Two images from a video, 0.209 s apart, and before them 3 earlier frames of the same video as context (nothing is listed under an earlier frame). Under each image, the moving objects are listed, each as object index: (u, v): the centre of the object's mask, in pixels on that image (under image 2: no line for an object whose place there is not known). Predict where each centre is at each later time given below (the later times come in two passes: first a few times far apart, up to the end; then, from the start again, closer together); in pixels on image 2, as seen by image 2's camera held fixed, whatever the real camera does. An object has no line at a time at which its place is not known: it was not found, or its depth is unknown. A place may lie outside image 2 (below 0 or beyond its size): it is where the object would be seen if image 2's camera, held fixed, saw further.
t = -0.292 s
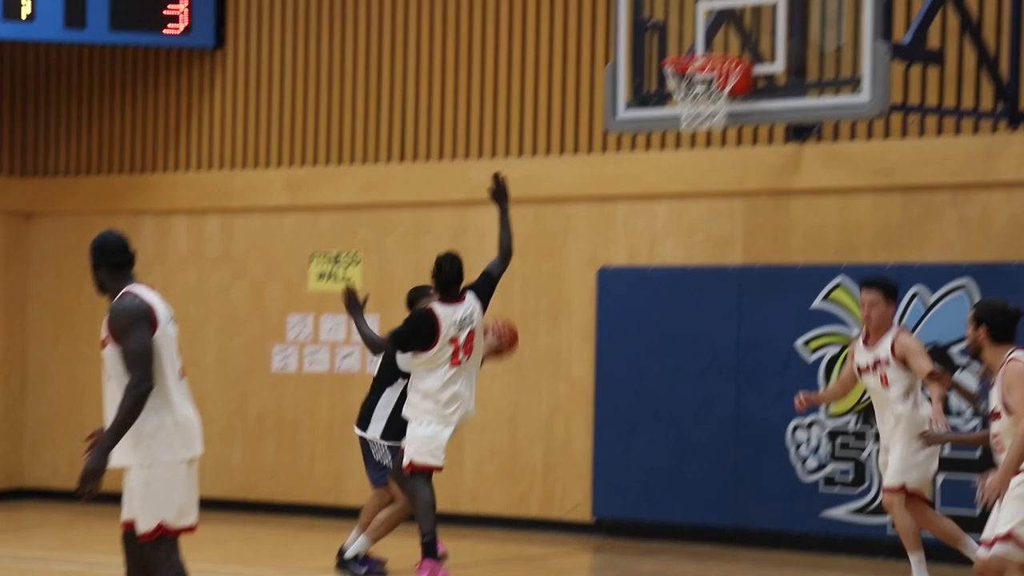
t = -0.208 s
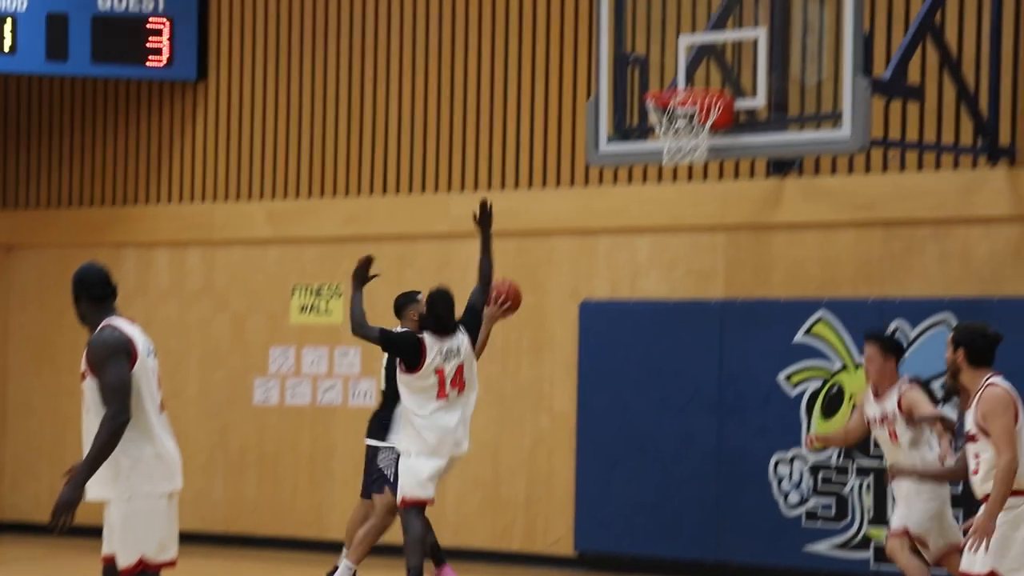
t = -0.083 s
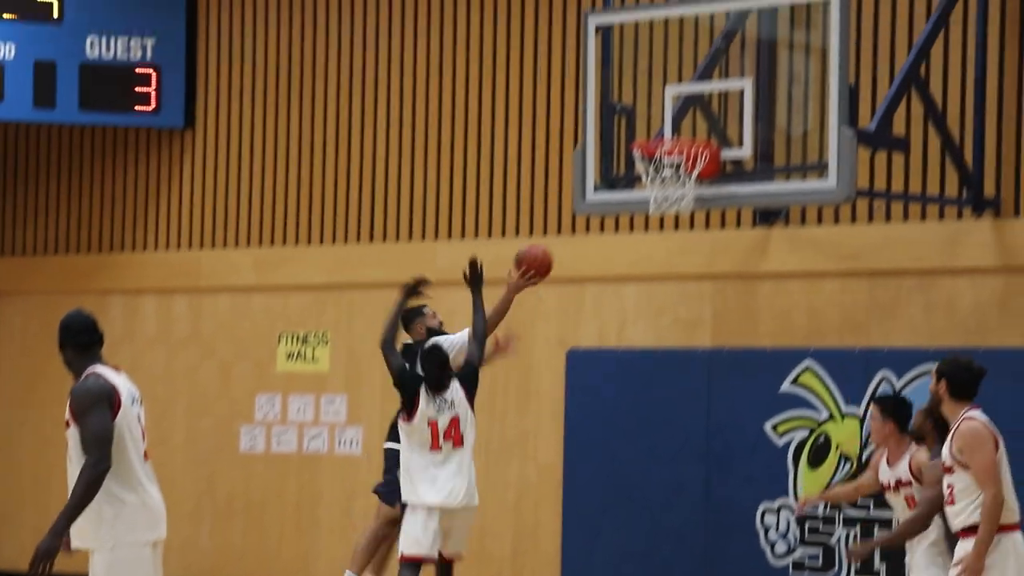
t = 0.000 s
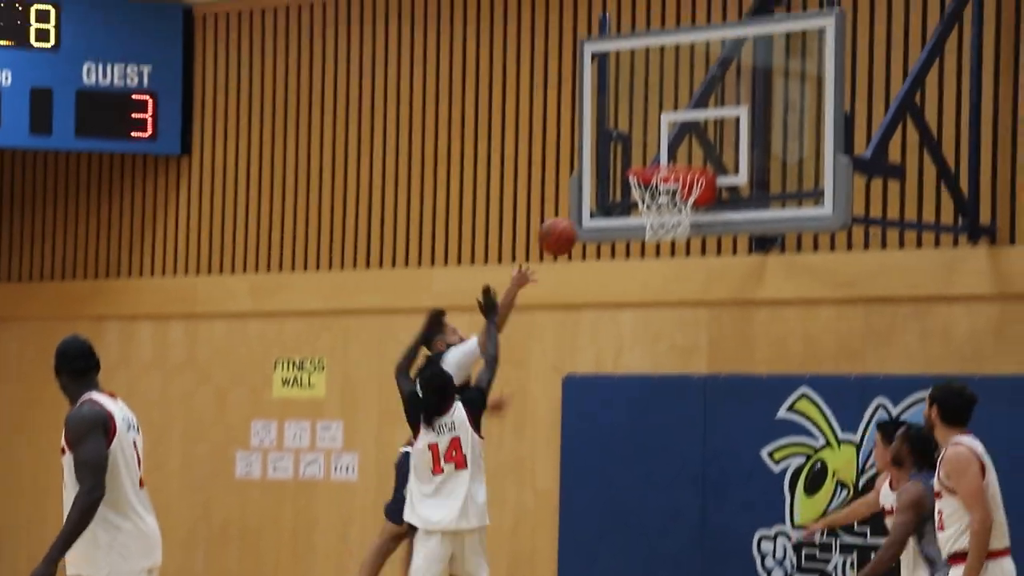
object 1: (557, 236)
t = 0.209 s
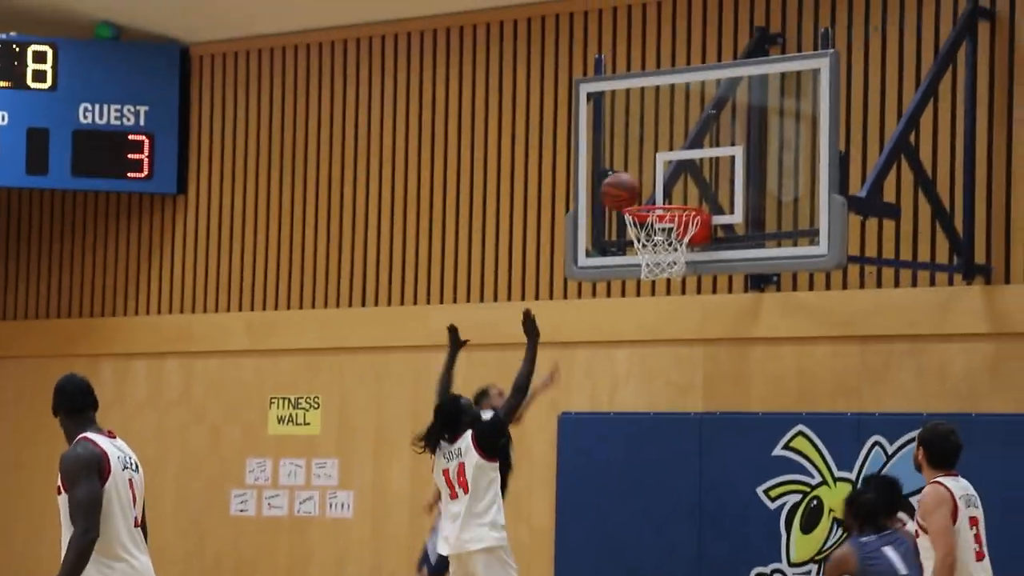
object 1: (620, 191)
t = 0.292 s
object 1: (644, 178)
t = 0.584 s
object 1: (672, 191)
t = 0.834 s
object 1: (651, 200)
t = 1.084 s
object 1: (658, 257)
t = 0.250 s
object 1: (633, 183)
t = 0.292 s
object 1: (644, 178)
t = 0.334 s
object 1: (647, 178)
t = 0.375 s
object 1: (650, 180)
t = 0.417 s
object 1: (653, 184)
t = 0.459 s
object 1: (656, 189)
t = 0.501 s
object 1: (661, 191)
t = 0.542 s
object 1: (667, 191)
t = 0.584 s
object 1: (672, 191)
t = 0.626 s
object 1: (678, 193)
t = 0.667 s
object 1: (682, 197)
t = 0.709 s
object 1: (673, 196)
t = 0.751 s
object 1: (663, 197)
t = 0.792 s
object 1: (653, 199)
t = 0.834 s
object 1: (651, 200)
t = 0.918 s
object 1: (649, 226)
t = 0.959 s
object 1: (650, 231)
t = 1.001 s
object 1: (655, 232)
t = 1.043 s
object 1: (657, 239)
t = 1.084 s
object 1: (658, 257)
